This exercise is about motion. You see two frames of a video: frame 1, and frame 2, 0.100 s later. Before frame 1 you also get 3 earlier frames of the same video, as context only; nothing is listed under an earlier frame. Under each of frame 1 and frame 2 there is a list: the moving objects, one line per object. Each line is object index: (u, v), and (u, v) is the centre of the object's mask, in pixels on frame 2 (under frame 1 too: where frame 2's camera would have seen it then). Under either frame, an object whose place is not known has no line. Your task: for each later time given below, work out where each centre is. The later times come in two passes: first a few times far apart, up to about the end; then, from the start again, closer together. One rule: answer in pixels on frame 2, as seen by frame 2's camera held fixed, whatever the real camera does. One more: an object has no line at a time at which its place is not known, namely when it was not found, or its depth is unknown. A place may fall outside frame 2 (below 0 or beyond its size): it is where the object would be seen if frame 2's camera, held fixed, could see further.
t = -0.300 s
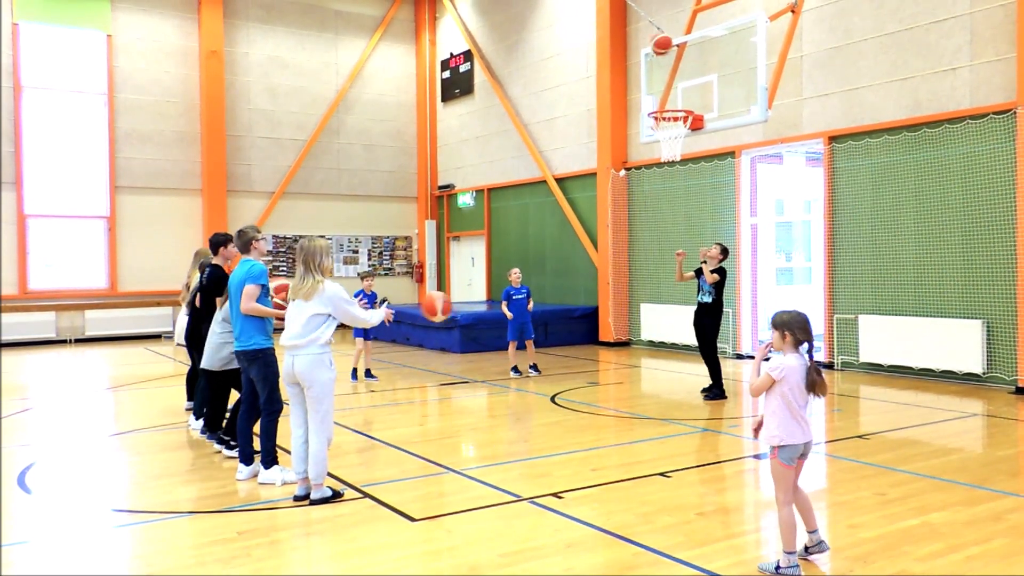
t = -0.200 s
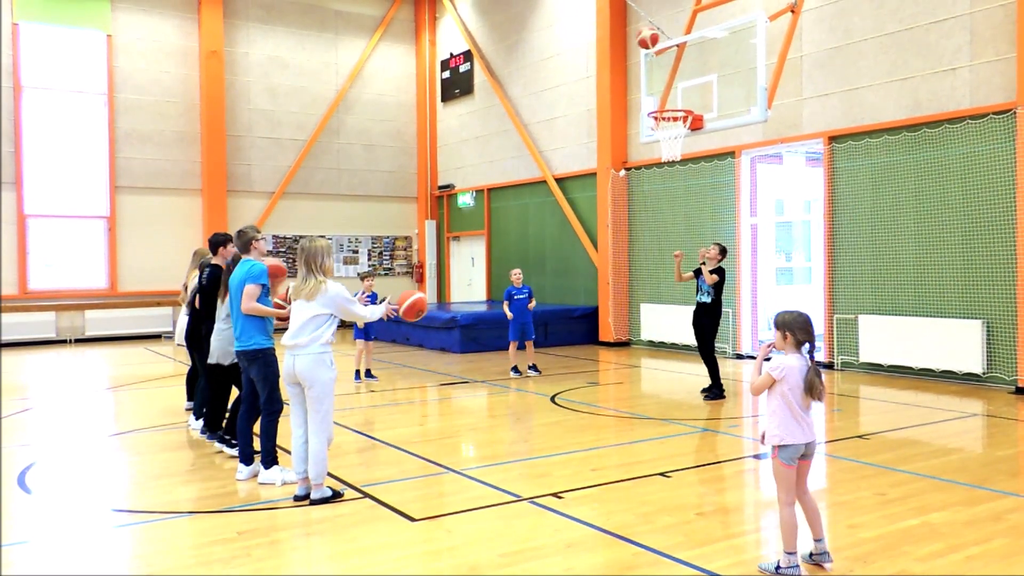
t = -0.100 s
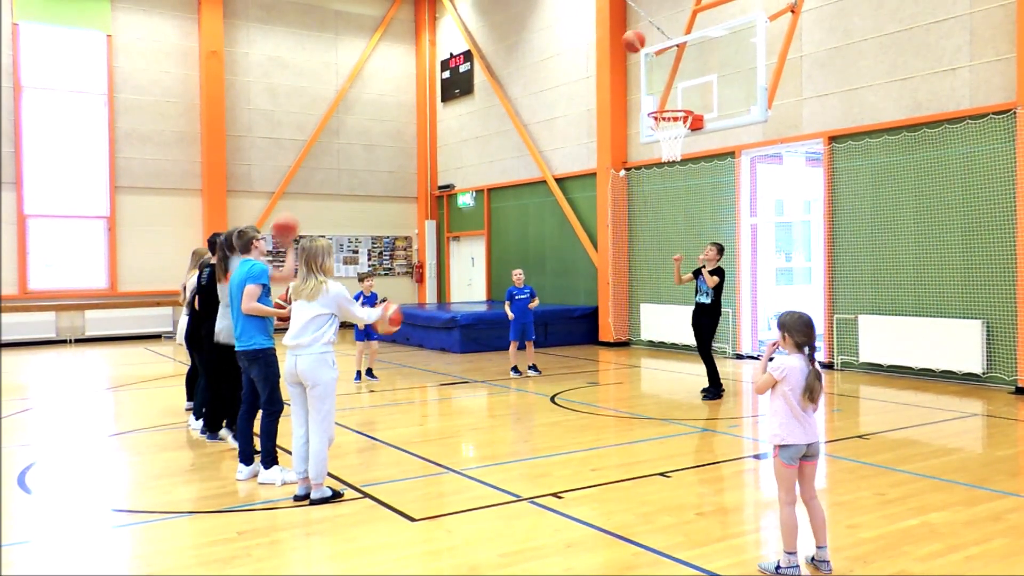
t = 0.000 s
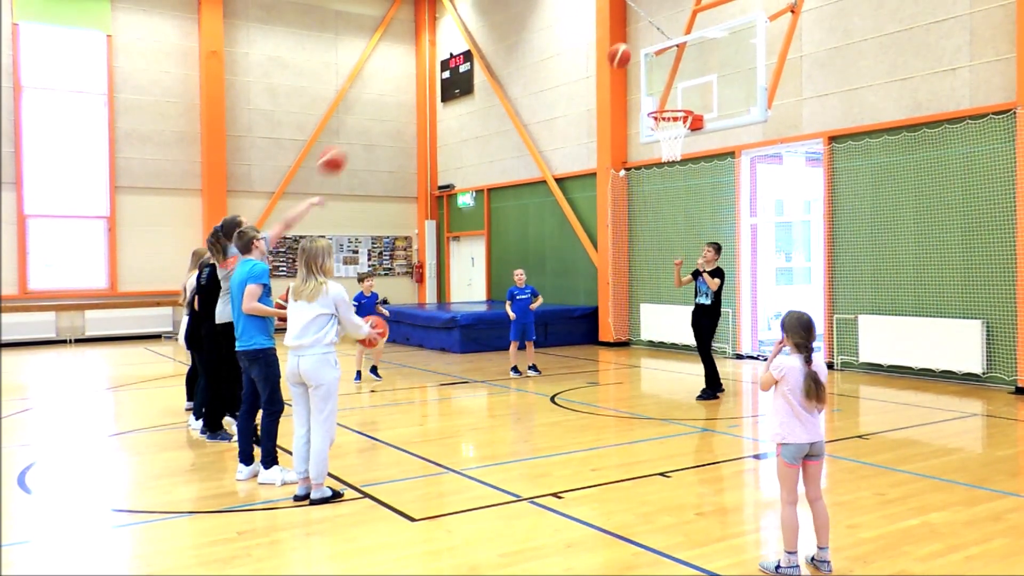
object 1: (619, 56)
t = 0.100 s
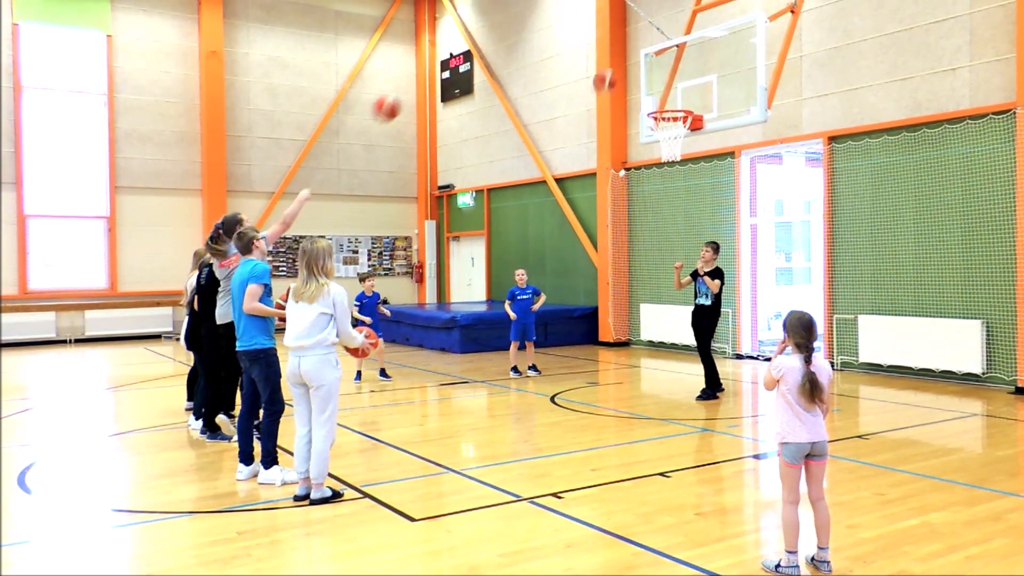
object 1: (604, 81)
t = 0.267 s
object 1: (579, 152)
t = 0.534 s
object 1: (535, 344)
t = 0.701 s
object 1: (501, 379)
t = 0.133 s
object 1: (599, 92)
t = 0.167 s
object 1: (594, 106)
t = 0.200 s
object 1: (589, 119)
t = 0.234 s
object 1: (583, 134)
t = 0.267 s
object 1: (579, 152)
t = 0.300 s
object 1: (573, 171)
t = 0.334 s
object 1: (569, 189)
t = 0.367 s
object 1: (562, 213)
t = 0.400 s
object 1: (556, 235)
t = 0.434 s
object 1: (551, 260)
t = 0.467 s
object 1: (547, 285)
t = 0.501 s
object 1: (541, 315)
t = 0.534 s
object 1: (535, 344)
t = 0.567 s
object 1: (530, 378)
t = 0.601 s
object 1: (523, 411)
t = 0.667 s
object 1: (509, 402)
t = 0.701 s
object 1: (501, 379)
